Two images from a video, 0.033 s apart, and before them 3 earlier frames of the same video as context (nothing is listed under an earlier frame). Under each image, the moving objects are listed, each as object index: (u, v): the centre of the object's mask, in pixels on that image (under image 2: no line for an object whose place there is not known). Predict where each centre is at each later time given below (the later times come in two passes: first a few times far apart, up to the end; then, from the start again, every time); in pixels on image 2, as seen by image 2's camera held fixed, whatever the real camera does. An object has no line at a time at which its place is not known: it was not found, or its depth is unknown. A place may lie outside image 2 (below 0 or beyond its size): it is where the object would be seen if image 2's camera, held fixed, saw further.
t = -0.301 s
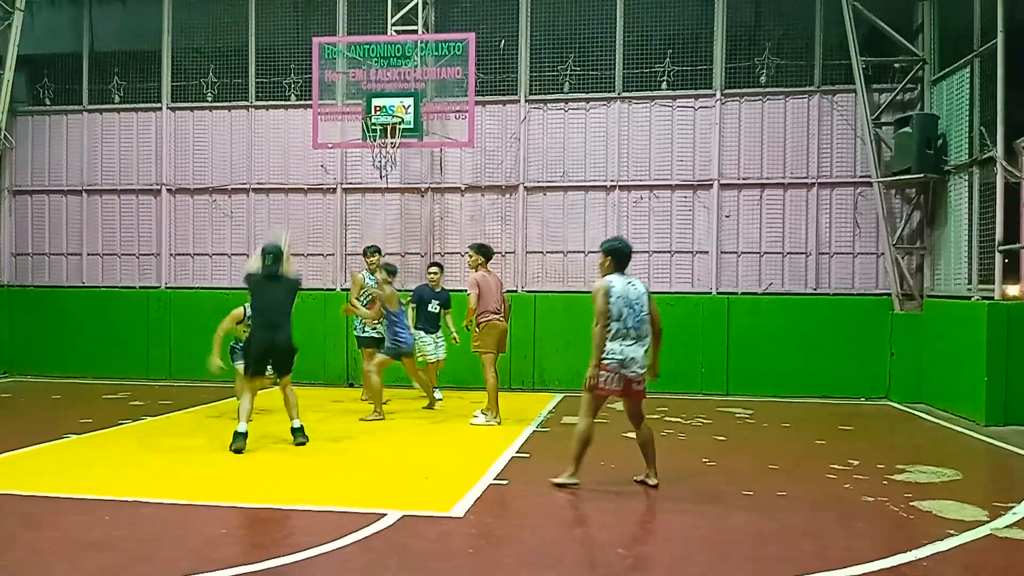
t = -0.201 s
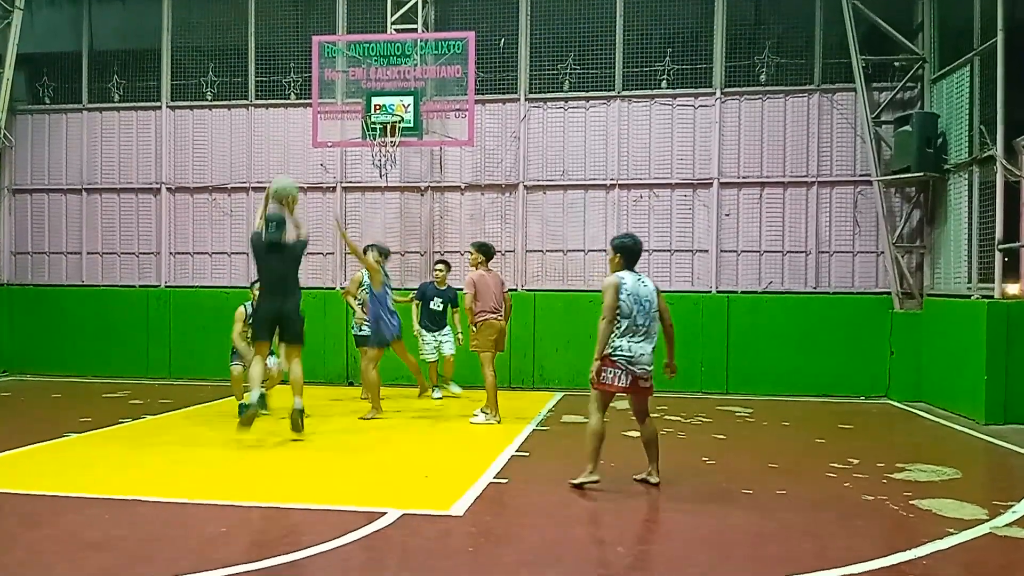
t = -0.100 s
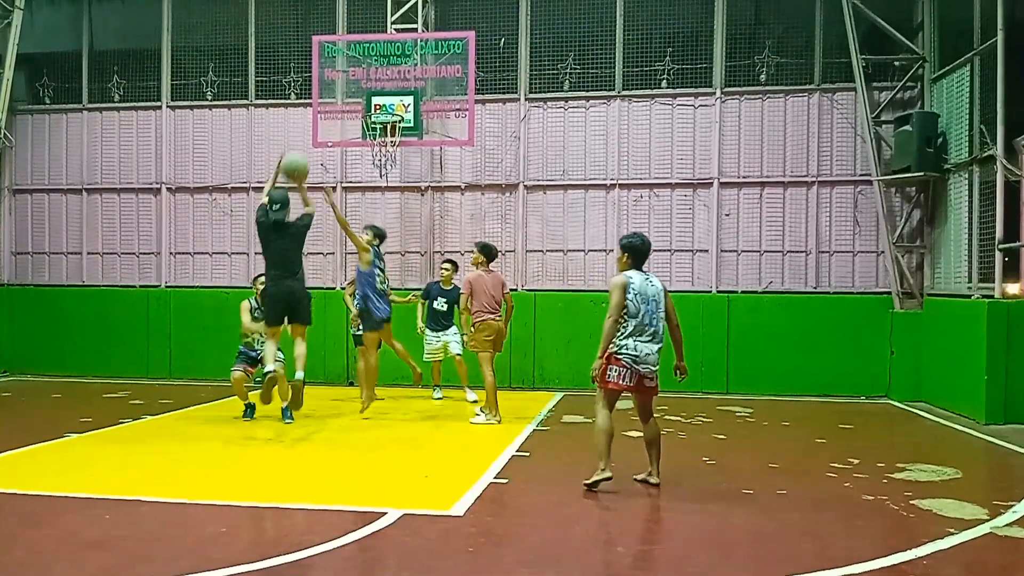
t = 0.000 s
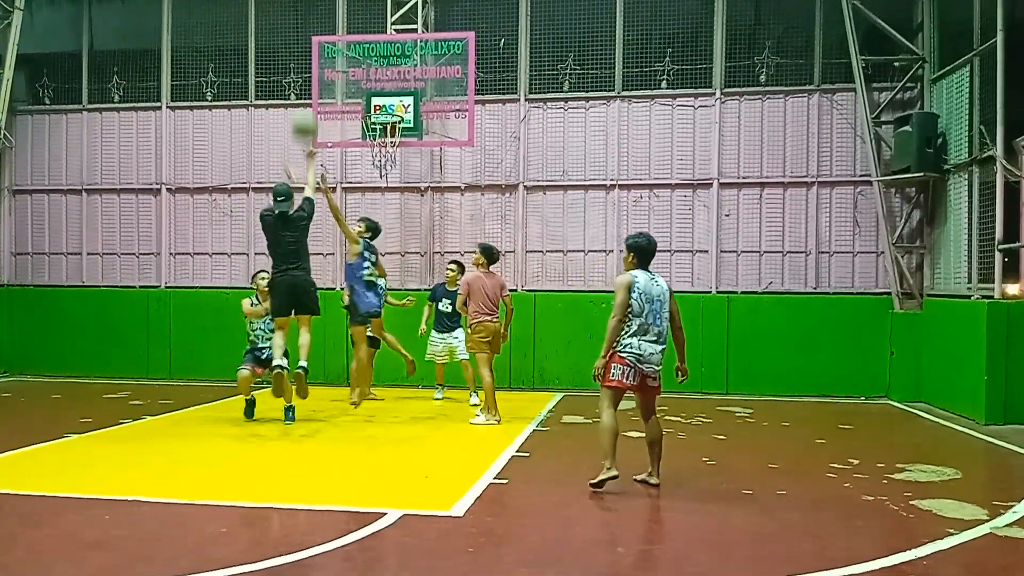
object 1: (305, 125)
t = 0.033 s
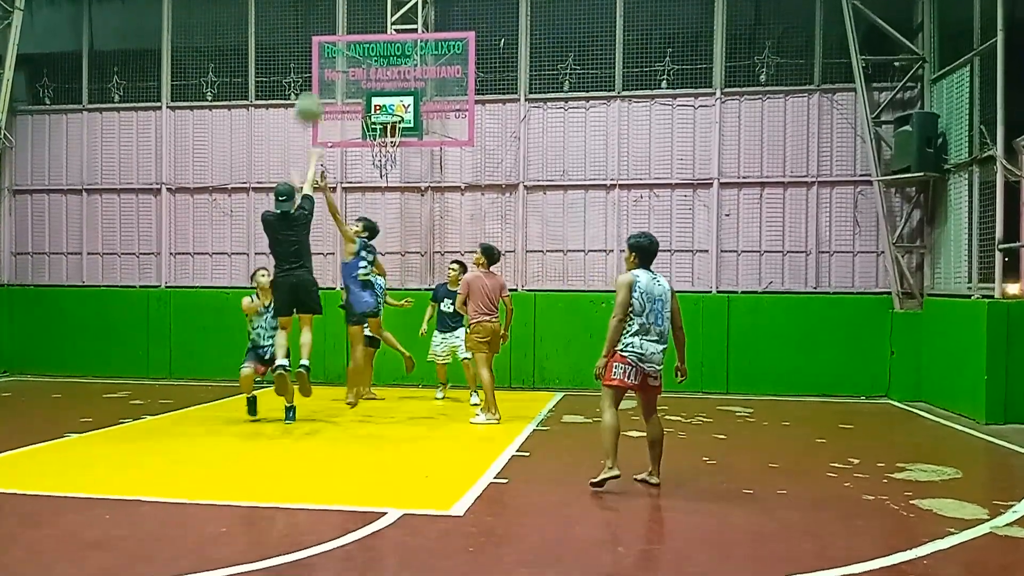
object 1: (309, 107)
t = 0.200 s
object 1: (326, 53)
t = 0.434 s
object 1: (347, 29)
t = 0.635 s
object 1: (363, 52)
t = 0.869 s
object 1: (382, 123)
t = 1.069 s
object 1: (396, 178)
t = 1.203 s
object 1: (405, 230)
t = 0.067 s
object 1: (312, 93)
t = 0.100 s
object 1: (315, 83)
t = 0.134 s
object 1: (319, 71)
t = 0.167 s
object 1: (321, 61)
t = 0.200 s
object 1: (326, 53)
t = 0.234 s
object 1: (329, 45)
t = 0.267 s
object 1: (332, 39)
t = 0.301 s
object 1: (336, 35)
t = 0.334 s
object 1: (338, 32)
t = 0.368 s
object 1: (341, 30)
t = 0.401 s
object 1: (344, 29)
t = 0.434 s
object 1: (347, 29)
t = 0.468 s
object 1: (350, 30)
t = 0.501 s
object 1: (353, 32)
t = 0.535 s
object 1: (355, 35)
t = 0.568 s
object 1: (358, 39)
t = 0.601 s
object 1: (361, 45)
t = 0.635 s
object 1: (363, 52)
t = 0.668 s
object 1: (365, 58)
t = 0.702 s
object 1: (368, 67)
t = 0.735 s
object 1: (371, 77)
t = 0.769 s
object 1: (373, 84)
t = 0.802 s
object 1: (375, 95)
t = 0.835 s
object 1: (378, 106)
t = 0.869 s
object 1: (382, 123)
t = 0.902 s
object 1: (384, 129)
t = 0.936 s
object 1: (387, 139)
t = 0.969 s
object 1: (390, 149)
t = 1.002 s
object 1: (393, 157)
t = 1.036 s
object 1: (395, 167)
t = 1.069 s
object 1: (396, 178)
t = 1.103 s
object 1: (398, 189)
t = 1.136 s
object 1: (400, 199)
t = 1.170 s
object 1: (403, 214)
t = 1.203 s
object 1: (405, 230)
